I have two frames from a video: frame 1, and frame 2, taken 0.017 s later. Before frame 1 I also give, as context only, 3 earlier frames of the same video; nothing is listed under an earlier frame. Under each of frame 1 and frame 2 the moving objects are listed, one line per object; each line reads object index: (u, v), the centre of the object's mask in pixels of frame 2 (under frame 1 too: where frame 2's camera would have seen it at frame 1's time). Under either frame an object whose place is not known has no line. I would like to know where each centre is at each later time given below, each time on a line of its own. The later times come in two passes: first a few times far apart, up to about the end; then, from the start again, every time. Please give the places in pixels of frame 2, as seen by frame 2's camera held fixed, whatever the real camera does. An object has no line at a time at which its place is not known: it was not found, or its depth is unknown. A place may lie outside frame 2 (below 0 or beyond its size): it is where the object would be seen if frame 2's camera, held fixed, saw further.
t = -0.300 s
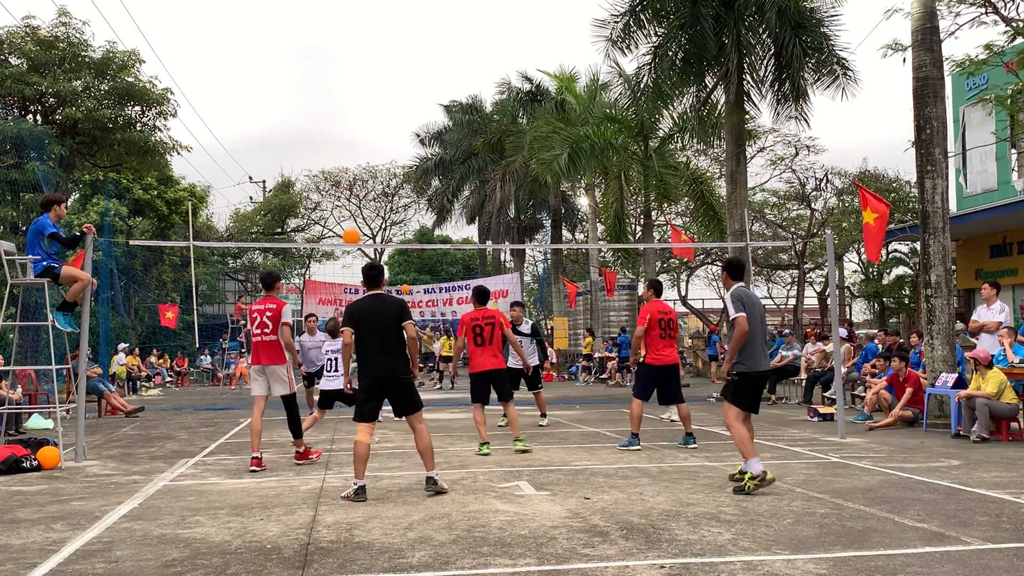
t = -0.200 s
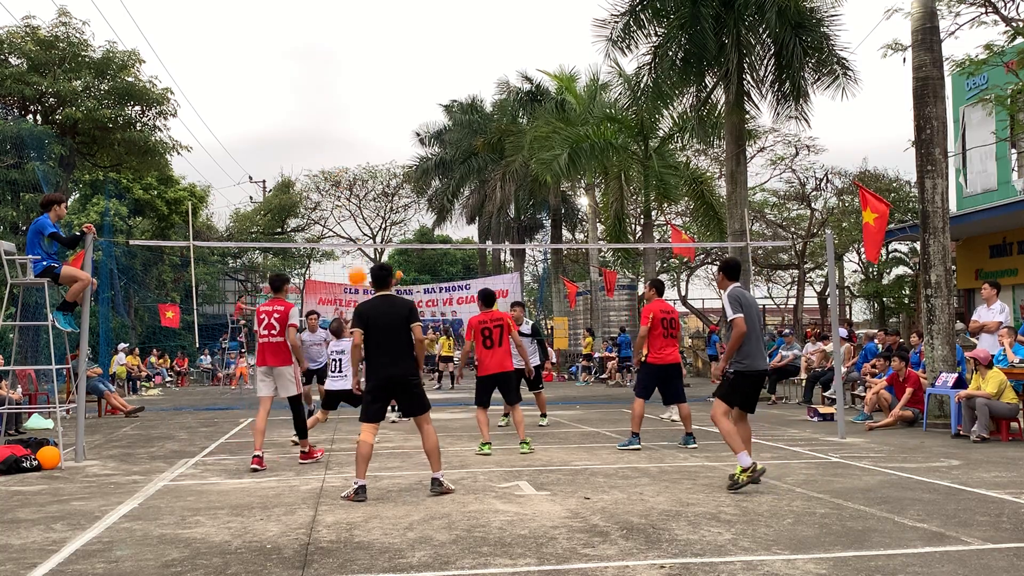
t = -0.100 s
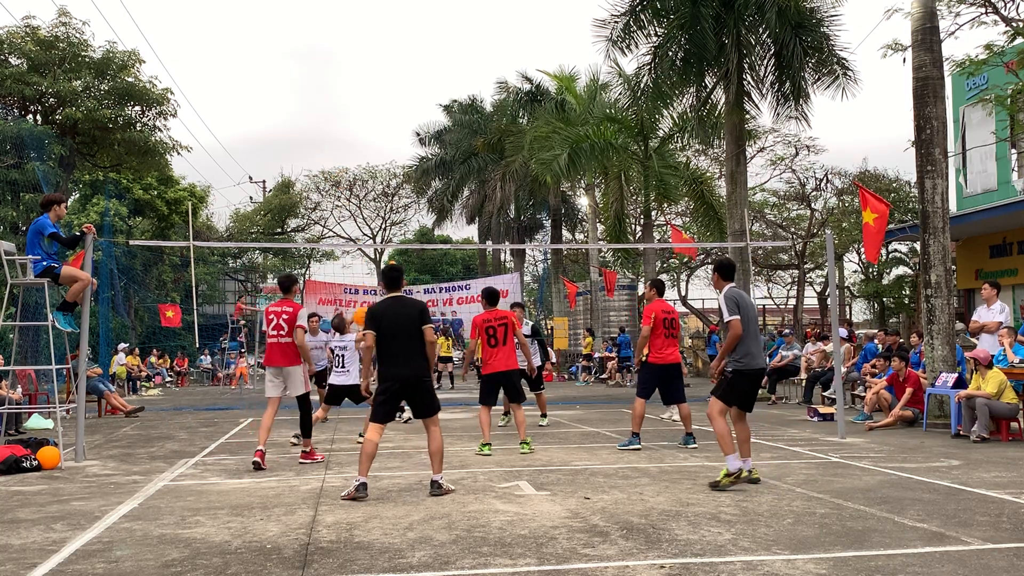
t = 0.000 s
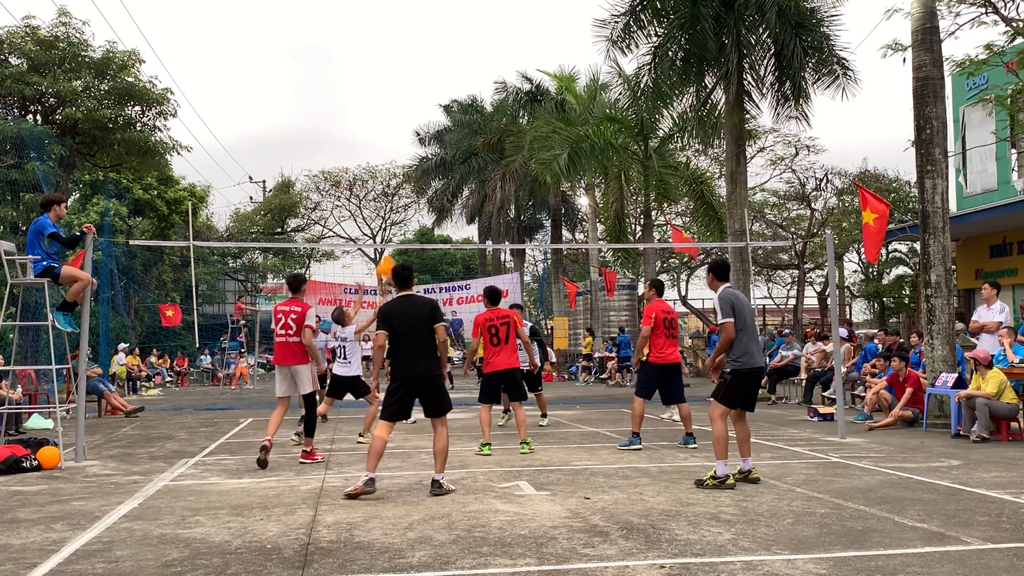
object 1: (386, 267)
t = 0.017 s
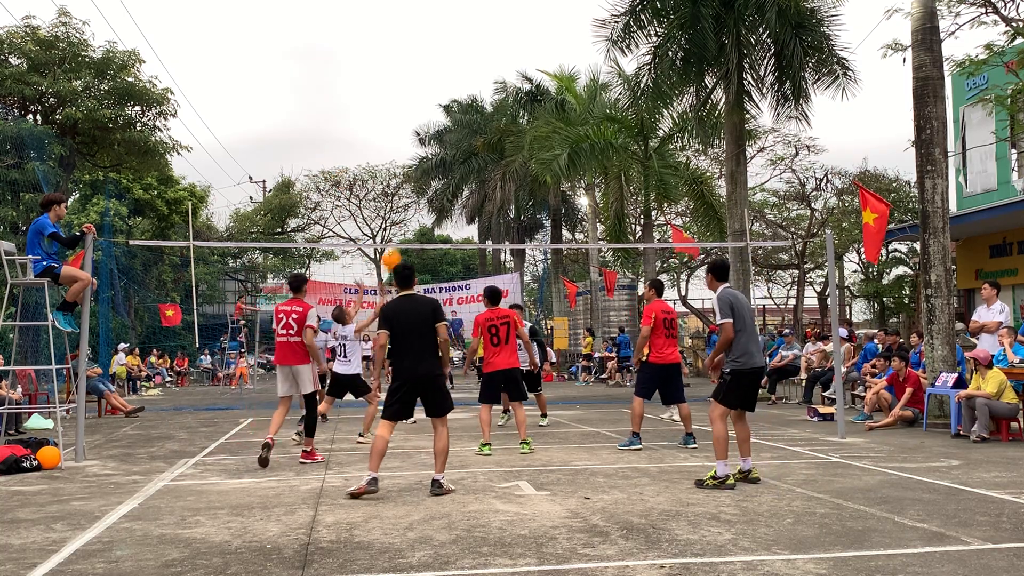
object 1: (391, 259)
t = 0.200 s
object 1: (441, 179)
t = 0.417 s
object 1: (496, 124)
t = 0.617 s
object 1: (544, 107)
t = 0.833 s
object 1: (593, 124)
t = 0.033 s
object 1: (394, 254)
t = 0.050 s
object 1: (401, 243)
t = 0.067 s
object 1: (405, 235)
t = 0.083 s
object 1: (410, 227)
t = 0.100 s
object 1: (415, 219)
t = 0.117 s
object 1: (420, 212)
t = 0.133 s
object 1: (424, 204)
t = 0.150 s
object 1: (428, 198)
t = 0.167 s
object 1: (433, 192)
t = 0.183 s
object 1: (437, 185)
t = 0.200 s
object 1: (441, 179)
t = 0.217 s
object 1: (446, 174)
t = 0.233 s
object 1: (450, 168)
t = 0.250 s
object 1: (454, 163)
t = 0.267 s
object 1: (458, 158)
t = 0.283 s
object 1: (463, 153)
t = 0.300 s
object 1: (467, 149)
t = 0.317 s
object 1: (471, 145)
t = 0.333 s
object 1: (475, 140)
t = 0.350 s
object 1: (479, 137)
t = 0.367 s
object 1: (484, 133)
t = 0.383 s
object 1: (488, 130)
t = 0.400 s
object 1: (492, 126)
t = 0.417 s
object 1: (496, 124)
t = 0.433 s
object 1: (500, 121)
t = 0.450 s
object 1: (504, 119)
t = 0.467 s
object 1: (508, 117)
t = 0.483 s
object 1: (512, 114)
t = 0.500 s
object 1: (515, 113)
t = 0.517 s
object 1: (520, 111)
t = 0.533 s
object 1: (524, 110)
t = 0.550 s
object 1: (527, 109)
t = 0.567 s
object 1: (532, 108)
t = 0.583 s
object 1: (536, 108)
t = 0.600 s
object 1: (539, 107)
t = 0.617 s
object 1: (544, 107)
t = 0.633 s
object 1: (547, 107)
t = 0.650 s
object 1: (551, 107)
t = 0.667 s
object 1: (555, 108)
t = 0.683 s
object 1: (559, 109)
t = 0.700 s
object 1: (563, 109)
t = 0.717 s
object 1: (567, 111)
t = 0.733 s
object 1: (570, 112)
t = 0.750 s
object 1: (574, 113)
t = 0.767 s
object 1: (578, 115)
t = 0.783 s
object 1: (581, 117)
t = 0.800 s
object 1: (585, 119)
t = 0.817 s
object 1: (589, 122)
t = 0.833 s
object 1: (593, 124)
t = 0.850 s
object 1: (597, 127)
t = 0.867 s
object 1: (601, 130)
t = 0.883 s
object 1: (604, 133)
